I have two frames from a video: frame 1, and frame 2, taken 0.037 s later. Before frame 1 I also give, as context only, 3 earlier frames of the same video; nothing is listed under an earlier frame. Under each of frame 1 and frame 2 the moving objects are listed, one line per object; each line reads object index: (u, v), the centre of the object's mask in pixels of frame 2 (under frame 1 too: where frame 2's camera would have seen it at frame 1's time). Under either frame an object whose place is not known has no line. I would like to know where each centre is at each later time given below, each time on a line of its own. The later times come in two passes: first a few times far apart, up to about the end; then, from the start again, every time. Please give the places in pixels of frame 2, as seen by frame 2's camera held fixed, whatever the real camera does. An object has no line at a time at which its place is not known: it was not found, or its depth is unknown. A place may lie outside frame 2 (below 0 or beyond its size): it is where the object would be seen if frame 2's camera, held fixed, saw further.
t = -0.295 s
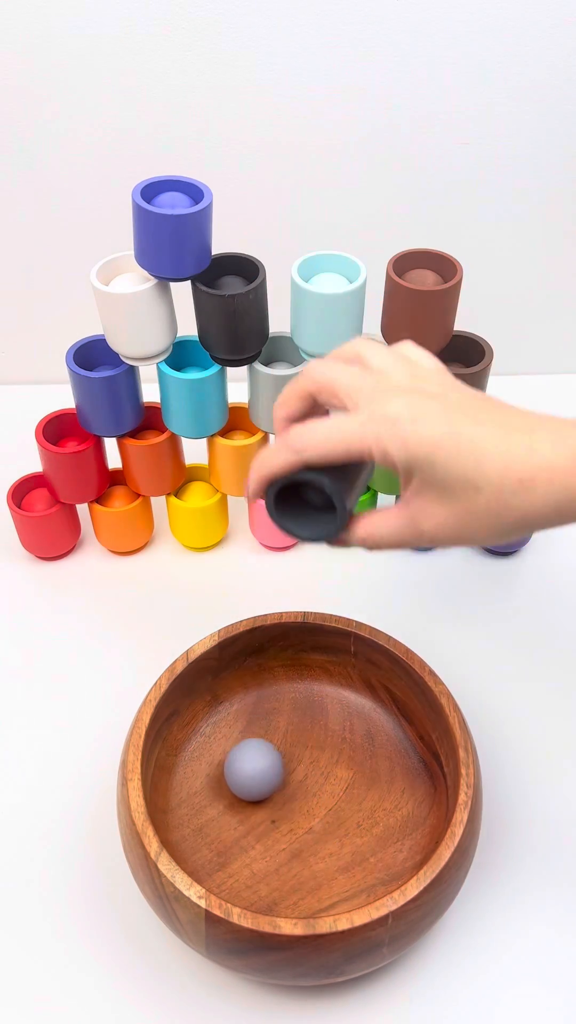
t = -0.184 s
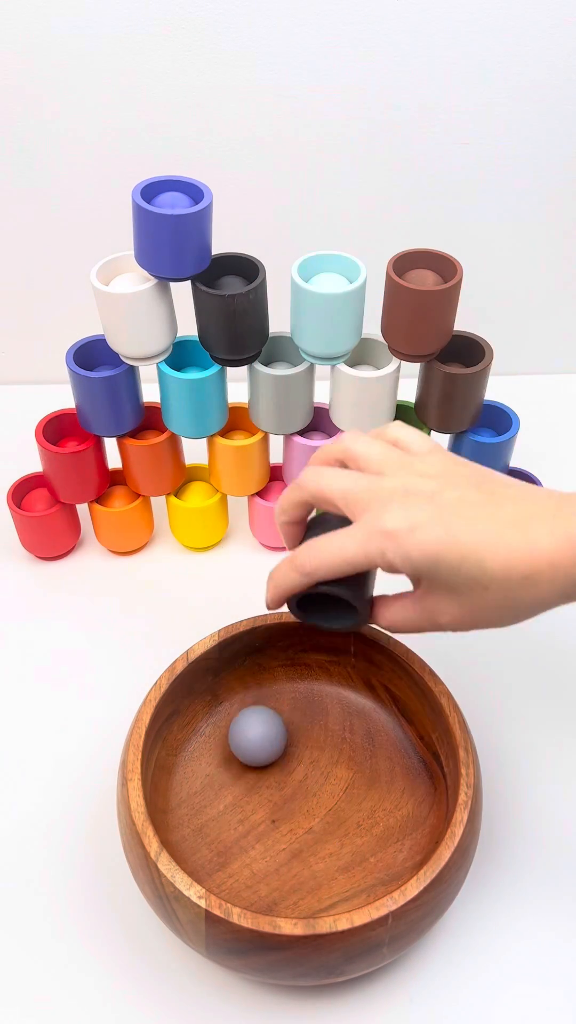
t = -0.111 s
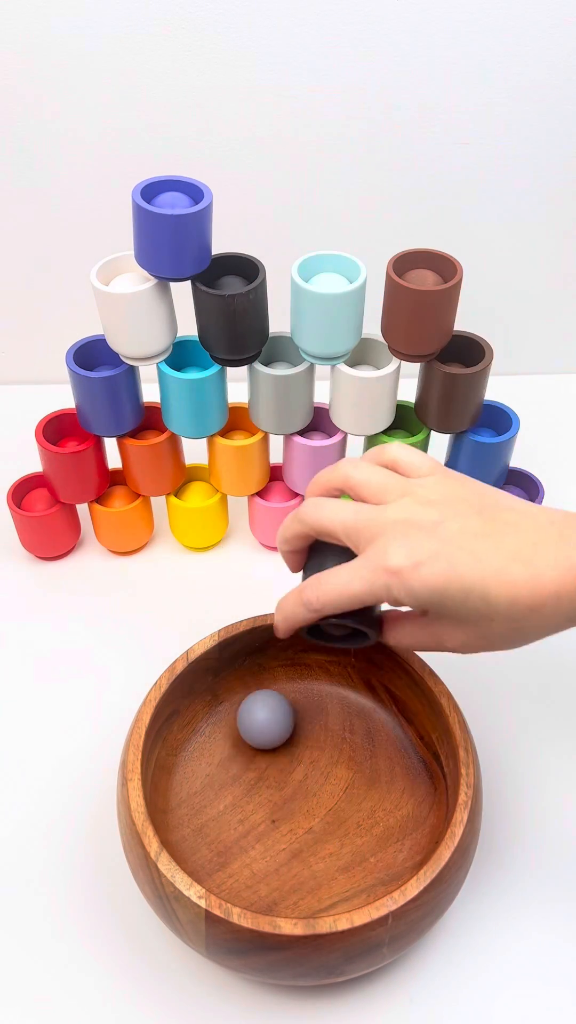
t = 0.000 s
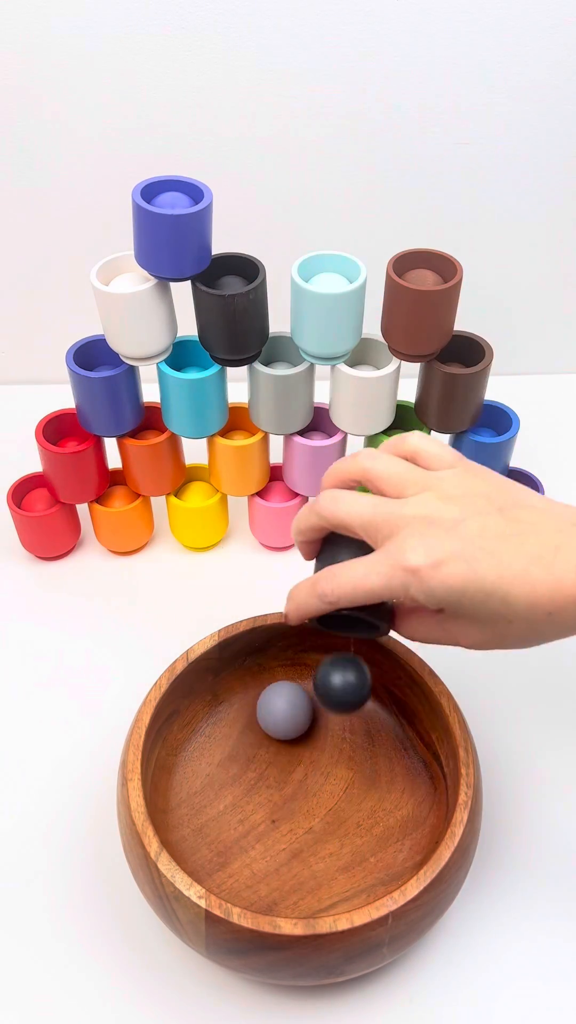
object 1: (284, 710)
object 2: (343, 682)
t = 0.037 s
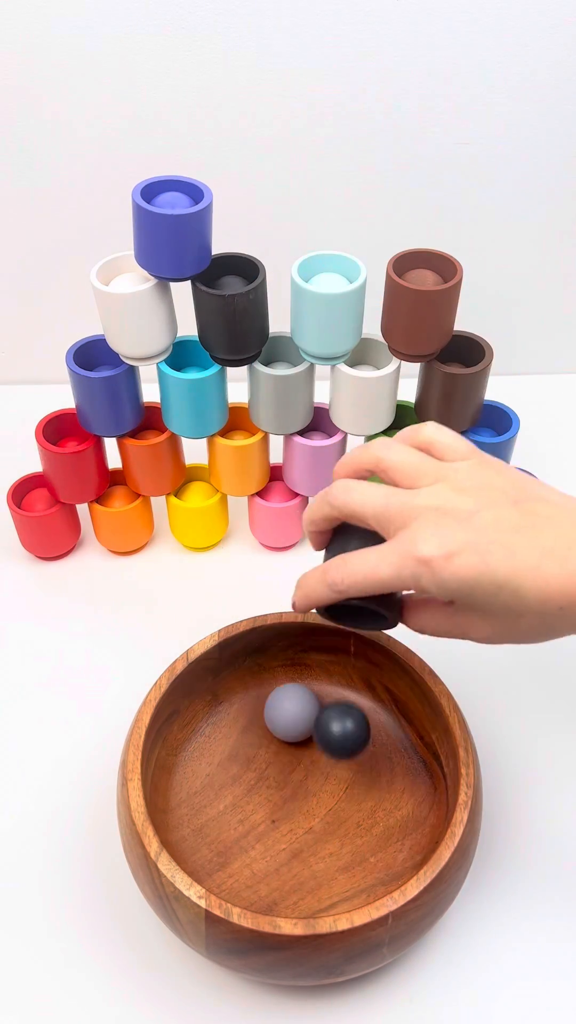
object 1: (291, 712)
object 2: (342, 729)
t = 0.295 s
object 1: (346, 767)
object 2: (300, 888)
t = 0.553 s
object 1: (360, 838)
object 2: (265, 810)
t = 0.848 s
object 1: (296, 846)
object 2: (286, 696)
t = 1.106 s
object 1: (245, 783)
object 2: (347, 787)
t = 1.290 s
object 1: (247, 736)
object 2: (371, 855)
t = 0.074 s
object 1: (300, 717)
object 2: (339, 785)
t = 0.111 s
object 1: (309, 723)
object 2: (335, 784)
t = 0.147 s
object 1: (317, 730)
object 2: (330, 793)
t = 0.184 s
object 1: (325, 739)
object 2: (323, 814)
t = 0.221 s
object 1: (332, 747)
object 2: (315, 845)
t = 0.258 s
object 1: (339, 757)
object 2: (307, 885)
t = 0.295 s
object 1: (346, 767)
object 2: (300, 888)
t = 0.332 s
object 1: (351, 778)
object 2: (293, 882)
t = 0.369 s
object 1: (356, 789)
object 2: (285, 883)
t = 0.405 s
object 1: (359, 800)
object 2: (279, 889)
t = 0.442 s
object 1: (362, 810)
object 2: (273, 887)
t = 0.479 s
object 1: (363, 820)
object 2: (270, 858)
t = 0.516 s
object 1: (362, 830)
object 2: (268, 836)
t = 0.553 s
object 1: (360, 838)
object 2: (265, 810)
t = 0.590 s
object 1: (356, 846)
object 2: (262, 784)
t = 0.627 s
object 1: (350, 851)
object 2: (260, 763)
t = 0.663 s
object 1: (343, 855)
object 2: (262, 736)
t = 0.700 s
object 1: (335, 857)
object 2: (264, 716)
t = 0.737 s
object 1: (326, 856)
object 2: (266, 696)
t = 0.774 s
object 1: (316, 854)
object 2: (269, 680)
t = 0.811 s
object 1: (306, 851)
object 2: (277, 686)
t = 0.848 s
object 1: (296, 846)
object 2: (286, 696)
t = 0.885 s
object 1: (286, 840)
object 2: (295, 707)
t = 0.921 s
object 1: (277, 832)
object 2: (305, 716)
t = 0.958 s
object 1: (268, 824)
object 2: (314, 729)
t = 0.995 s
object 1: (261, 814)
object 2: (322, 743)
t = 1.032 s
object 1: (254, 804)
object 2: (331, 757)
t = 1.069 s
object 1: (249, 793)
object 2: (339, 772)
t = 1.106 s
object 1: (245, 783)
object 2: (347, 787)
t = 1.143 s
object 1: (243, 772)
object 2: (355, 802)
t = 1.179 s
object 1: (242, 762)
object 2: (362, 817)
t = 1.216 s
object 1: (241, 752)
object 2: (367, 831)
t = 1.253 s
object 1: (243, 743)
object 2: (371, 844)
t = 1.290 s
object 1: (247, 736)
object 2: (371, 855)
